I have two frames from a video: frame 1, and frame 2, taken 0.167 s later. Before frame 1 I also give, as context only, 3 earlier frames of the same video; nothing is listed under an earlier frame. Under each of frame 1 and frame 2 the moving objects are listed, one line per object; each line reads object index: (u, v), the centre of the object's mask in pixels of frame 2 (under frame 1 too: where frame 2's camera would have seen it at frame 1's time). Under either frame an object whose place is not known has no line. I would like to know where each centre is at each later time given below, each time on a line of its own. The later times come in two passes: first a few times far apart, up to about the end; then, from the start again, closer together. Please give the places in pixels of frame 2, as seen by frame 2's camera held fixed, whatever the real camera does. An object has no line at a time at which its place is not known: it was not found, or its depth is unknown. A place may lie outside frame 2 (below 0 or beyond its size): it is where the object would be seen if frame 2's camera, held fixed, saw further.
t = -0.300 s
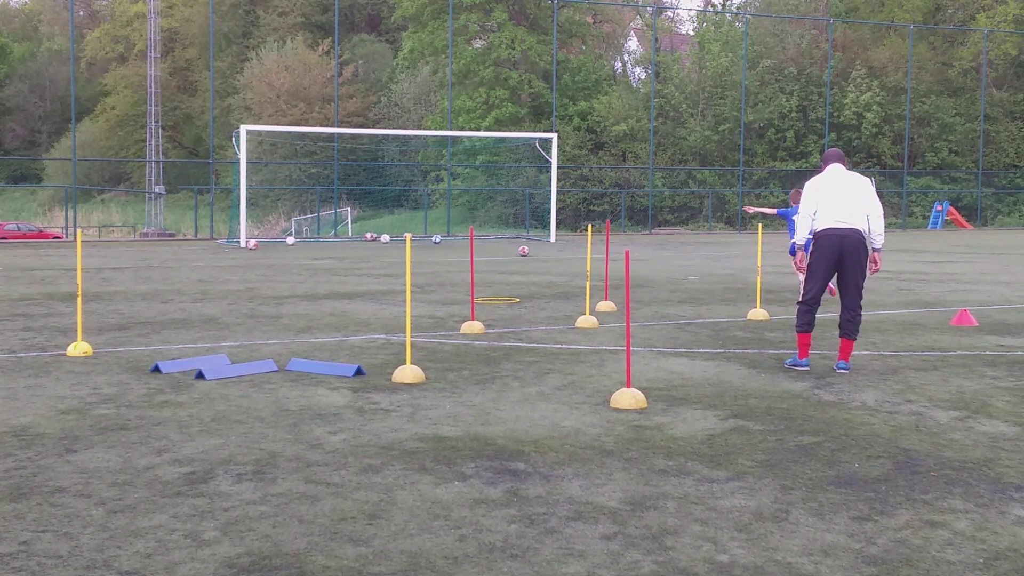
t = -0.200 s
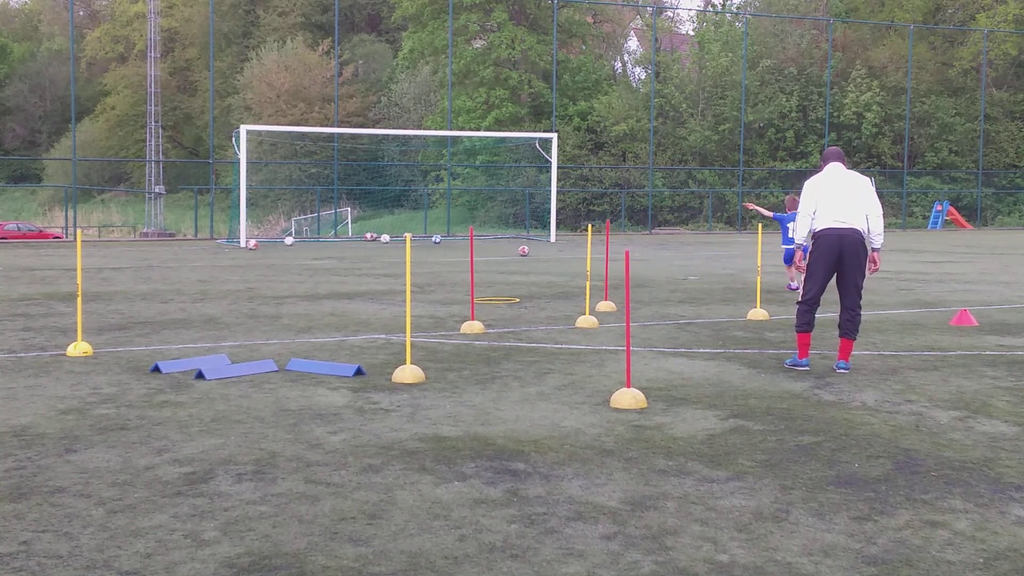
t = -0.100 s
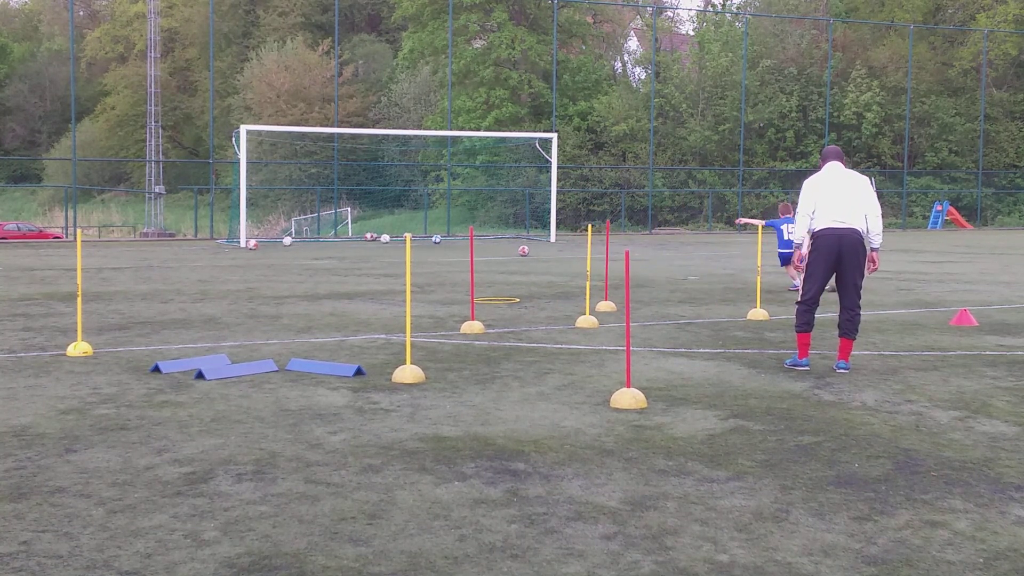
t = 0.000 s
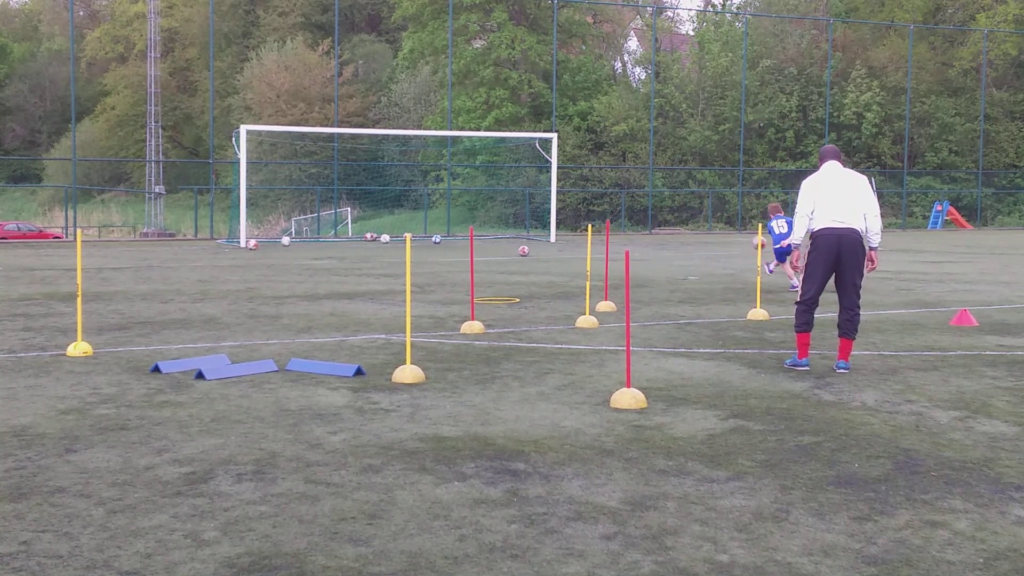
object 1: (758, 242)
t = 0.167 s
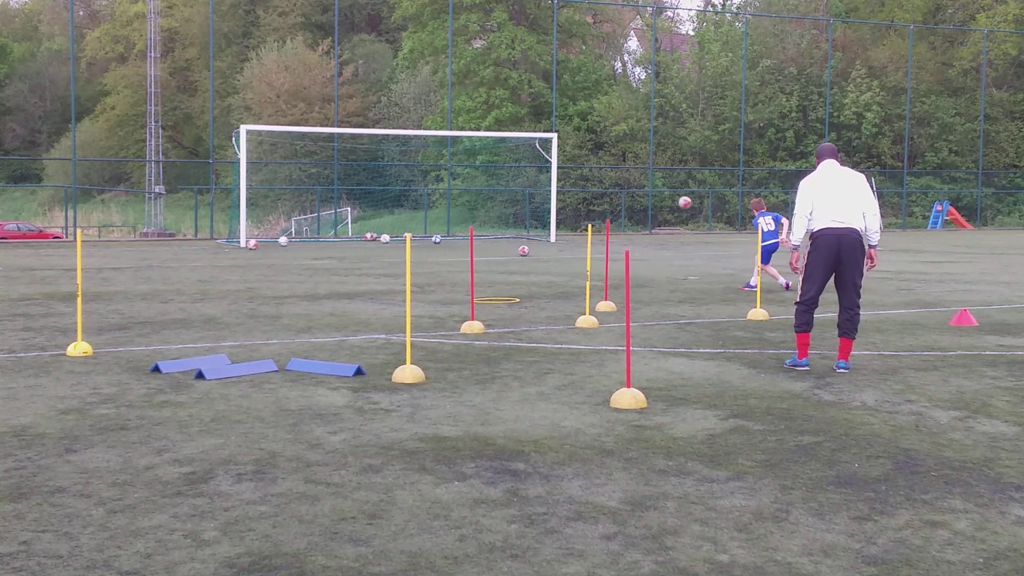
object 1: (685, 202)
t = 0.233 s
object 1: (661, 193)
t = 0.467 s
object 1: (595, 187)
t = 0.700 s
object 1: (542, 208)
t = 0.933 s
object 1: (503, 230)
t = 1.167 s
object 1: (494, 221)
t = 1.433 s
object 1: (484, 232)
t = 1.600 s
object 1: (483, 229)
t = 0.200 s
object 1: (673, 197)
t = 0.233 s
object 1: (661, 193)
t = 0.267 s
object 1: (650, 190)
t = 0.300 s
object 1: (640, 188)
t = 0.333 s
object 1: (630, 186)
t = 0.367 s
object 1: (621, 185)
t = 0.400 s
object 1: (612, 185)
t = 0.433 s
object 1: (604, 186)
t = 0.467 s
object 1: (595, 187)
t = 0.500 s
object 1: (587, 189)
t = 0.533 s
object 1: (579, 191)
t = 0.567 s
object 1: (572, 194)
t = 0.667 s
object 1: (549, 205)
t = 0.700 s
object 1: (542, 208)
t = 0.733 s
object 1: (536, 213)
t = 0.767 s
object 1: (529, 217)
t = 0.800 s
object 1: (523, 222)
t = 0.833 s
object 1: (516, 227)
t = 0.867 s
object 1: (511, 232)
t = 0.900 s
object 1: (506, 234)
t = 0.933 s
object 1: (503, 230)
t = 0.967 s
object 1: (501, 225)
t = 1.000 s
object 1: (500, 222)
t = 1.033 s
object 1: (499, 220)
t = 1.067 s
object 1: (498, 220)
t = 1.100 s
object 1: (496, 220)
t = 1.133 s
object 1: (495, 220)
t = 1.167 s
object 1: (494, 221)
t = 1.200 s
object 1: (492, 222)
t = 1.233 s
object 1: (491, 224)
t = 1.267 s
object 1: (490, 226)
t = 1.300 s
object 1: (488, 228)
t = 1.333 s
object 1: (486, 231)
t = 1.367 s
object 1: (485, 235)
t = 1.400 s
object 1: (484, 235)
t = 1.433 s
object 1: (484, 232)
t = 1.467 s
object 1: (484, 231)
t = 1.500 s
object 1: (484, 229)
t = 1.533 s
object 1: (483, 229)
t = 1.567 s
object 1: (483, 229)
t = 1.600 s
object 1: (483, 229)
